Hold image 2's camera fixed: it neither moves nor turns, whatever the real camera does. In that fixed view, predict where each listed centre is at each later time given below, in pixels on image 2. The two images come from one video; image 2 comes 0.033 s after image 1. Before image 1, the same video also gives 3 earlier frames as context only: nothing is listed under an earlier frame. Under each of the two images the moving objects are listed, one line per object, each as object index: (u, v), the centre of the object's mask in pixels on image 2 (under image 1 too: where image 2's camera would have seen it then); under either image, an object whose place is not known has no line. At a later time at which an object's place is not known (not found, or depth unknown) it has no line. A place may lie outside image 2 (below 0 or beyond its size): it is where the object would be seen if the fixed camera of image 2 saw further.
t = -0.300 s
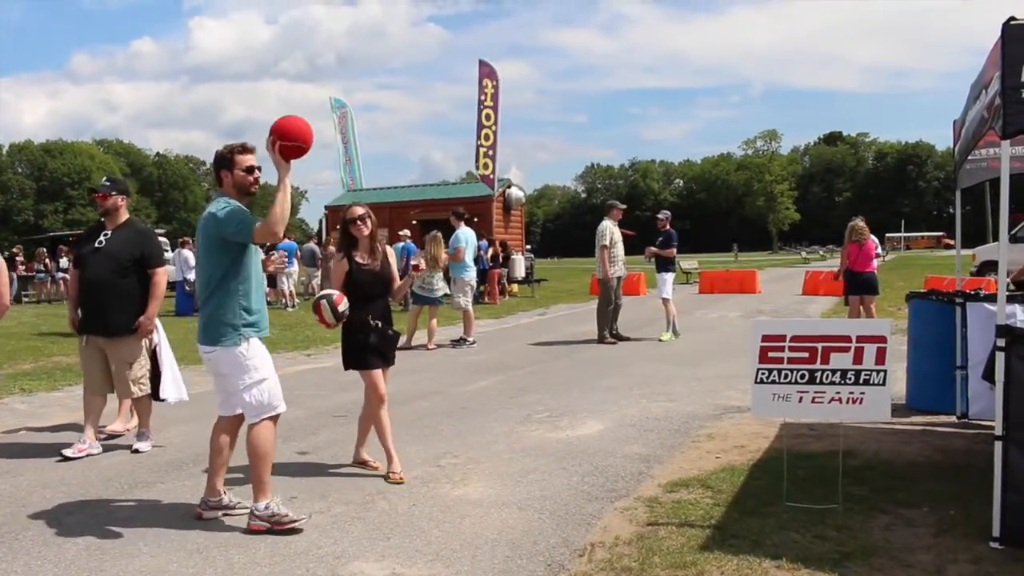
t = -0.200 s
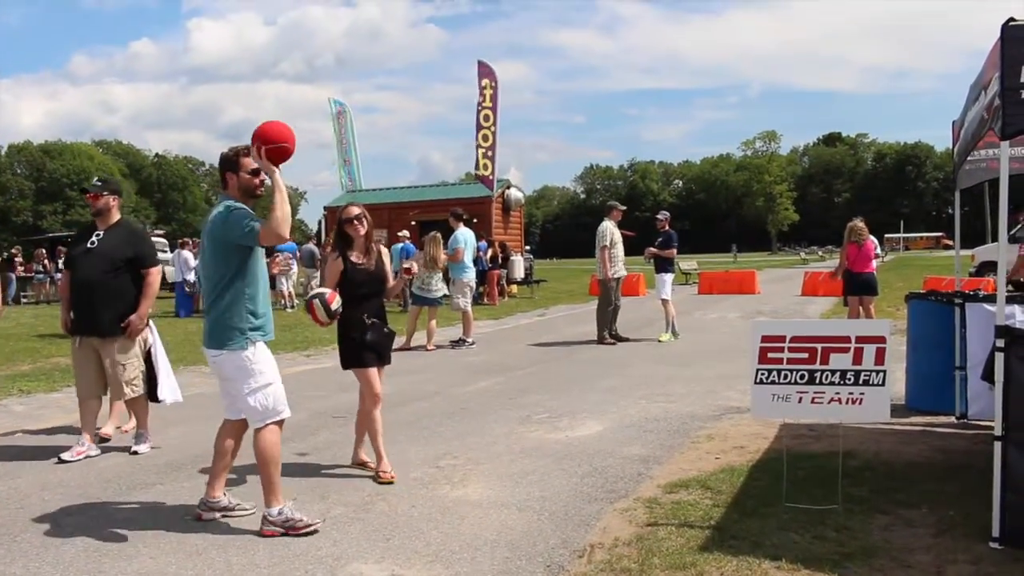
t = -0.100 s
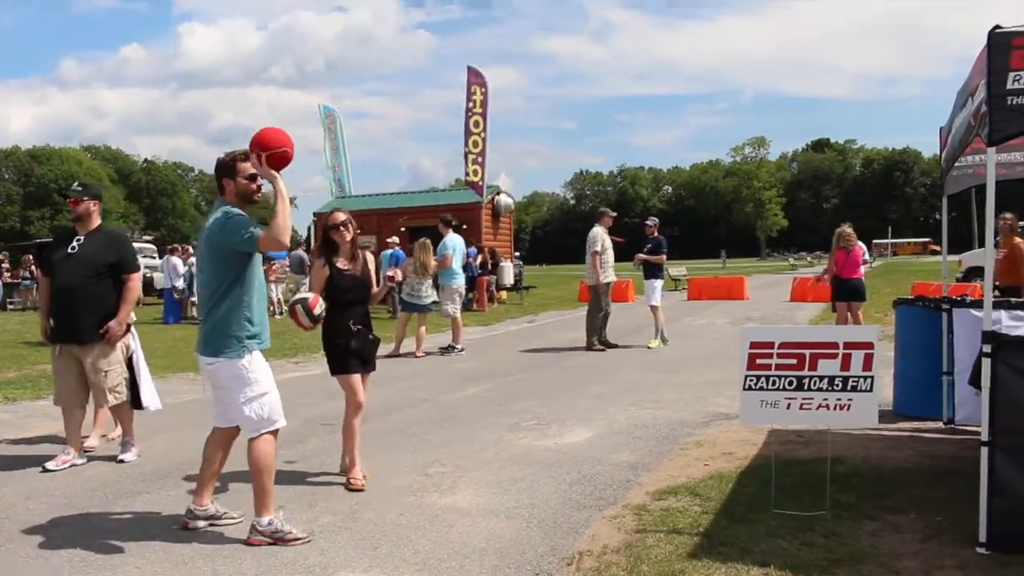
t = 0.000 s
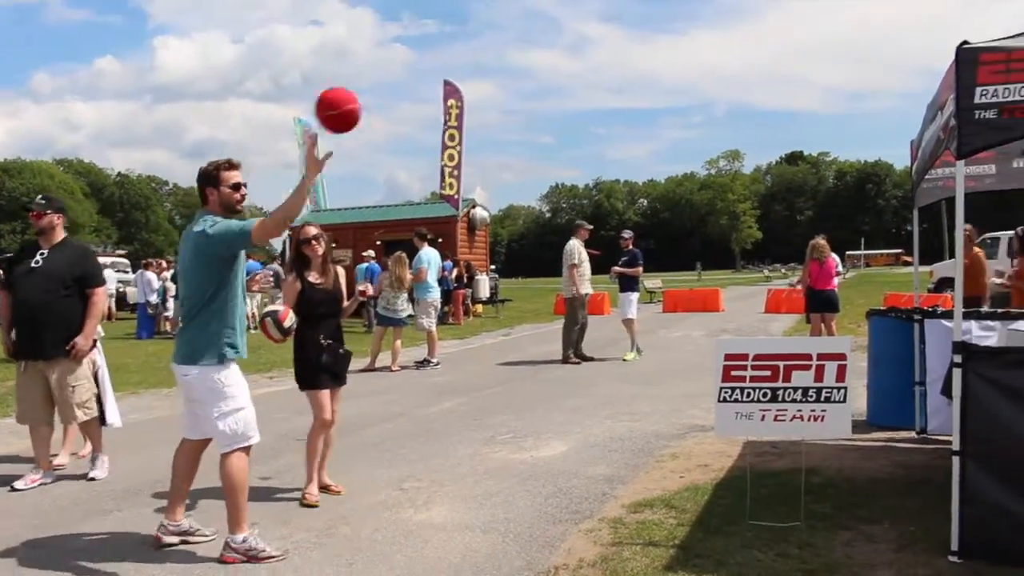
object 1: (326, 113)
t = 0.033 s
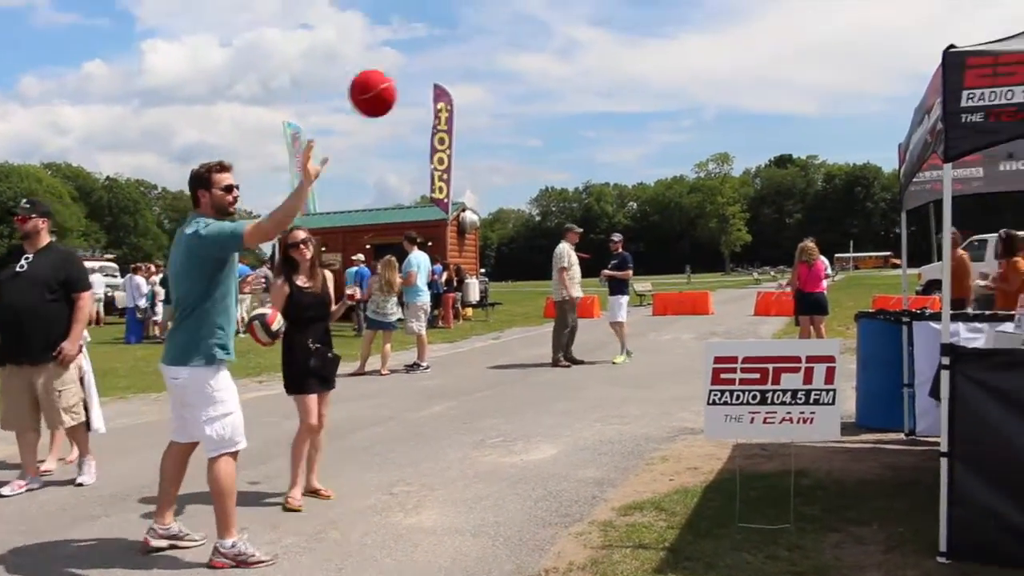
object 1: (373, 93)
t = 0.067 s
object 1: (419, 75)
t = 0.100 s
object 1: (468, 58)
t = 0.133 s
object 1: (519, 44)
